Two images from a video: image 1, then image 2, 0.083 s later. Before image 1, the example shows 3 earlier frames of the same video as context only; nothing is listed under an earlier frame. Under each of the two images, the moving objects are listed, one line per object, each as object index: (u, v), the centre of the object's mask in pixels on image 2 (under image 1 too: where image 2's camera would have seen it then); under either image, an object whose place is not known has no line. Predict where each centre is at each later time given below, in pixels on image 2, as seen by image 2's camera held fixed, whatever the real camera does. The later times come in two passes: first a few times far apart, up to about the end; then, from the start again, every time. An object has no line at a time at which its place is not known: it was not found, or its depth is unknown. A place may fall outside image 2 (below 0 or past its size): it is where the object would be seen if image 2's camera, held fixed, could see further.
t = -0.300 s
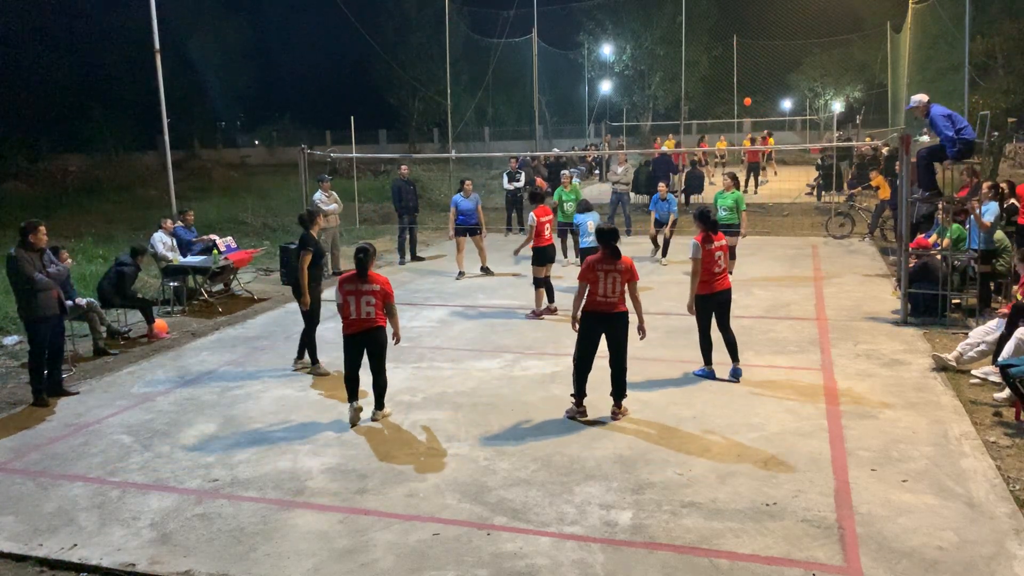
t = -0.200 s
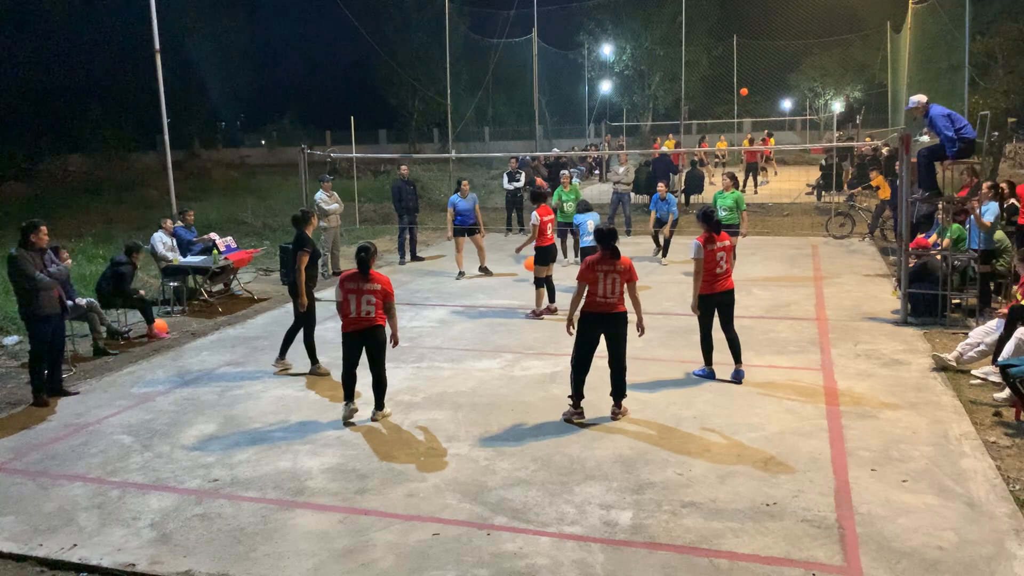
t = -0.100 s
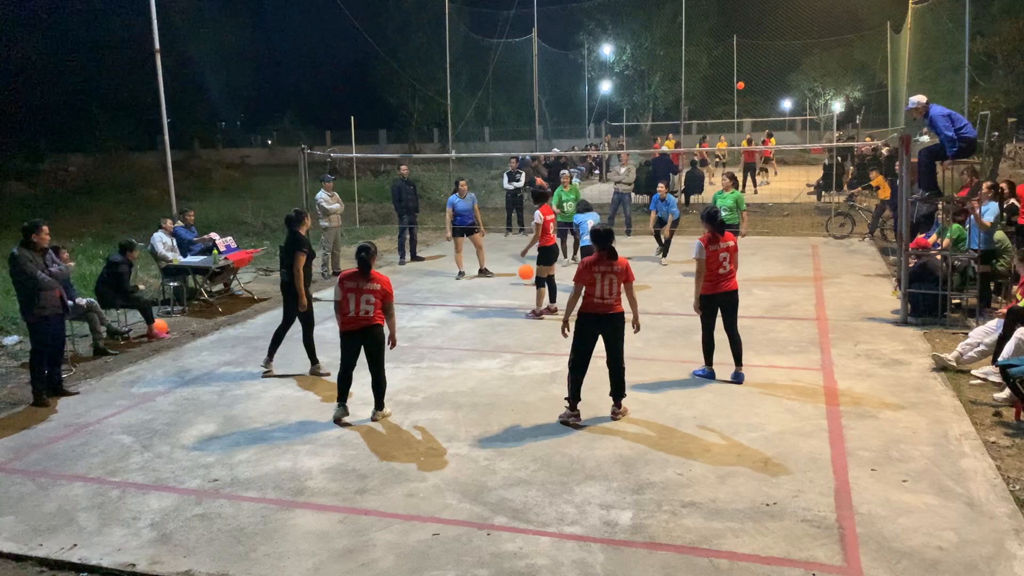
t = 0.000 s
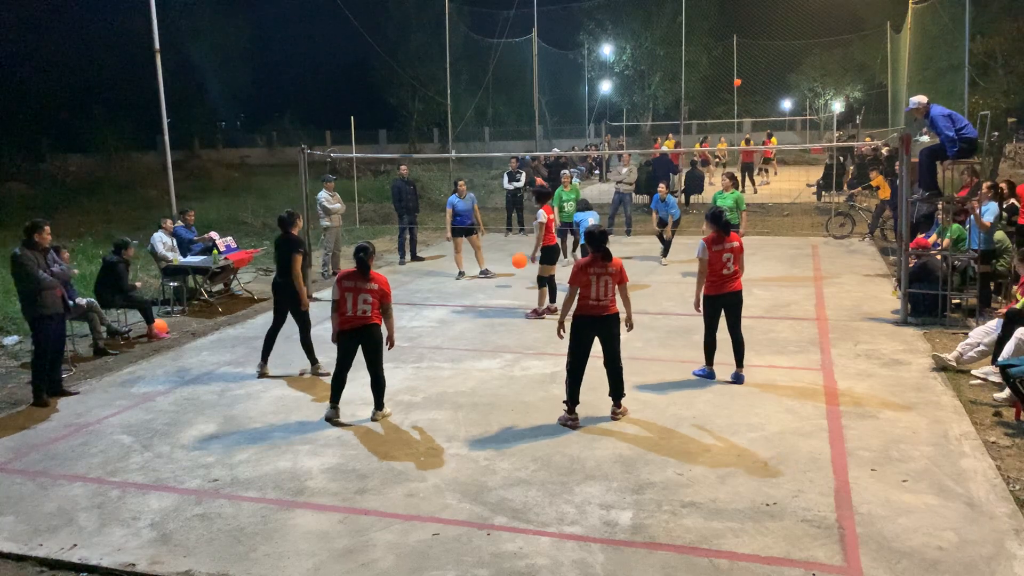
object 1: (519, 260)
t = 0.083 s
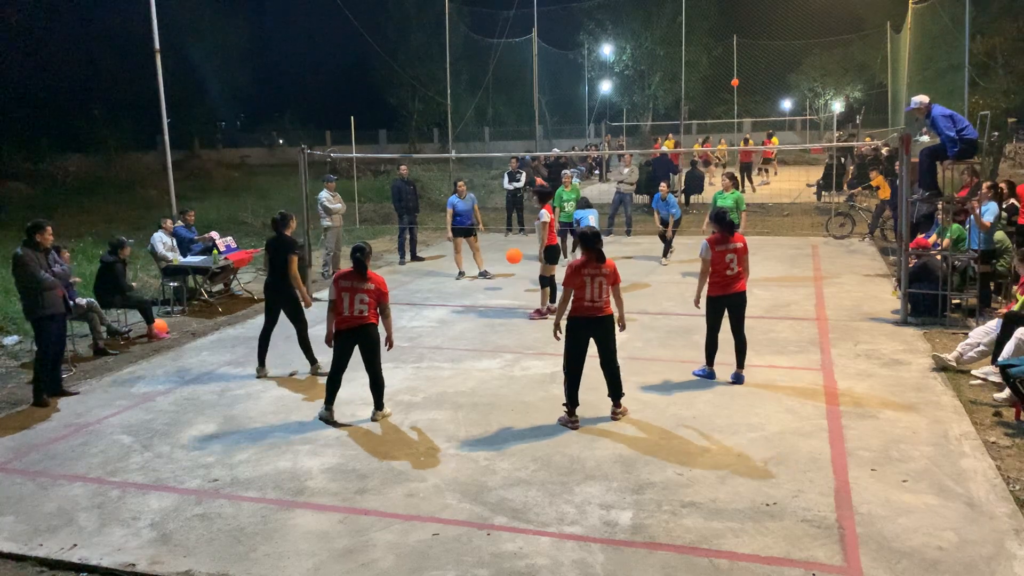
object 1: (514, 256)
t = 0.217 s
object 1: (505, 257)
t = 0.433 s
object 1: (491, 286)
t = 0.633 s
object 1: (474, 282)
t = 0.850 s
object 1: (455, 289)
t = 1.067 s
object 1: (435, 310)
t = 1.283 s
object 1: (412, 306)
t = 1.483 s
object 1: (392, 337)
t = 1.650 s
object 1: (371, 326)
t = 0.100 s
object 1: (512, 255)
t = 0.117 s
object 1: (511, 255)
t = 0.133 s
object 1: (510, 255)
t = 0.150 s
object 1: (509, 255)
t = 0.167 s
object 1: (508, 255)
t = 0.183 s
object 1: (507, 256)
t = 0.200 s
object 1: (506, 256)
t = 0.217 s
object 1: (505, 257)
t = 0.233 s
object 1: (504, 258)
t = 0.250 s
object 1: (503, 259)
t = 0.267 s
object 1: (502, 261)
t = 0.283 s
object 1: (500, 263)
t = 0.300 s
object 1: (499, 264)
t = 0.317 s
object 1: (498, 266)
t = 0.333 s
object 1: (497, 269)
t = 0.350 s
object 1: (496, 271)
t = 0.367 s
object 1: (495, 273)
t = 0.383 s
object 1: (494, 277)
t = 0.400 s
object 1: (493, 280)
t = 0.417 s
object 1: (492, 282)
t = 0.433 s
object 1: (491, 286)
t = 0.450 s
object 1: (490, 290)
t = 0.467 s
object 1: (489, 295)
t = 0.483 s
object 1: (488, 297)
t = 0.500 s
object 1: (486, 295)
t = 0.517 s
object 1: (485, 292)
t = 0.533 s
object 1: (483, 290)
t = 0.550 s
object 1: (481, 288)
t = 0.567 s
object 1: (480, 286)
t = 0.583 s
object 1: (479, 285)
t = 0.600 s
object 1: (477, 284)
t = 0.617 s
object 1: (475, 283)
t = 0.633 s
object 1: (474, 282)
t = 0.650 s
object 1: (473, 281)
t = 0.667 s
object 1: (472, 281)
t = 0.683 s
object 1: (470, 281)
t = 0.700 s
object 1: (468, 281)
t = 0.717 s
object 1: (467, 281)
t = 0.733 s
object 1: (465, 281)
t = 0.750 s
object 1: (464, 281)
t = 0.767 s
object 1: (463, 282)
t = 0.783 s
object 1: (461, 283)
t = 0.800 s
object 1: (460, 284)
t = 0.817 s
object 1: (458, 285)
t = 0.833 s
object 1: (457, 287)
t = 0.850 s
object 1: (455, 289)
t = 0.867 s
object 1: (453, 290)
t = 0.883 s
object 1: (452, 293)
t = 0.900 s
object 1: (451, 295)
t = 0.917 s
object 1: (449, 298)
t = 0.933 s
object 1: (448, 300)
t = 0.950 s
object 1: (446, 304)
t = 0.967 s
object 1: (445, 307)
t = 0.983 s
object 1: (443, 311)
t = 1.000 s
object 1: (442, 315)
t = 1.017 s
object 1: (440, 316)
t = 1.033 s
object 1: (439, 314)
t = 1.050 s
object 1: (437, 312)
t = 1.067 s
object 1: (435, 310)
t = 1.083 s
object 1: (434, 308)
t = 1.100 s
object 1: (432, 307)
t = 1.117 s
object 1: (430, 306)
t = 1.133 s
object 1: (428, 305)
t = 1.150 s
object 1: (427, 304)
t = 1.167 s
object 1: (425, 304)
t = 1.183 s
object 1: (423, 303)
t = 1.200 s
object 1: (421, 303)
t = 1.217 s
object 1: (419, 303)
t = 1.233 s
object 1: (418, 304)
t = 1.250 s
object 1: (416, 305)
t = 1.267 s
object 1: (414, 305)
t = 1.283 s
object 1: (412, 306)
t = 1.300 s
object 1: (410, 308)
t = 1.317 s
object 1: (409, 309)
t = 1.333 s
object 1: (407, 311)
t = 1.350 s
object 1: (405, 313)
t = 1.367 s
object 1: (403, 316)
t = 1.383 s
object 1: (402, 318)
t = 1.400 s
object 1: (400, 321)
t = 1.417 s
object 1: (398, 324)
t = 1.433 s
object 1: (397, 327)
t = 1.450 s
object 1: (395, 330)
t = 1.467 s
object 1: (393, 335)
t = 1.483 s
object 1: (392, 337)
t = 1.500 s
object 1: (390, 335)
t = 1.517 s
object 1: (387, 333)
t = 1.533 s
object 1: (385, 331)
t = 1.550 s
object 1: (383, 329)
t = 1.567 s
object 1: (381, 328)
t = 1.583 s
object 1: (379, 328)
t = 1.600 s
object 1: (377, 327)
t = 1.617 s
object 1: (375, 326)
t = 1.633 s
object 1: (373, 326)
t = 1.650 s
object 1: (371, 326)
